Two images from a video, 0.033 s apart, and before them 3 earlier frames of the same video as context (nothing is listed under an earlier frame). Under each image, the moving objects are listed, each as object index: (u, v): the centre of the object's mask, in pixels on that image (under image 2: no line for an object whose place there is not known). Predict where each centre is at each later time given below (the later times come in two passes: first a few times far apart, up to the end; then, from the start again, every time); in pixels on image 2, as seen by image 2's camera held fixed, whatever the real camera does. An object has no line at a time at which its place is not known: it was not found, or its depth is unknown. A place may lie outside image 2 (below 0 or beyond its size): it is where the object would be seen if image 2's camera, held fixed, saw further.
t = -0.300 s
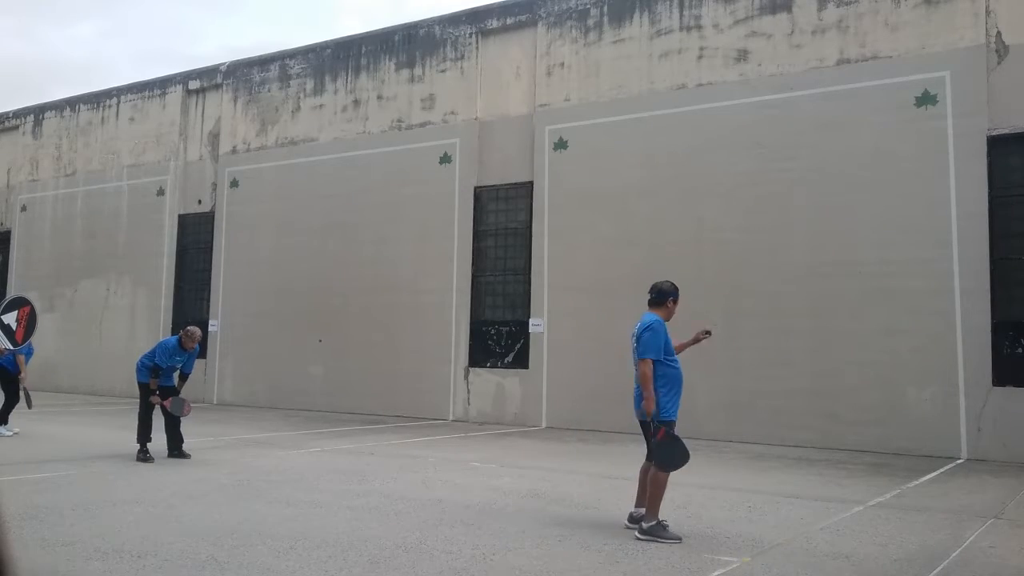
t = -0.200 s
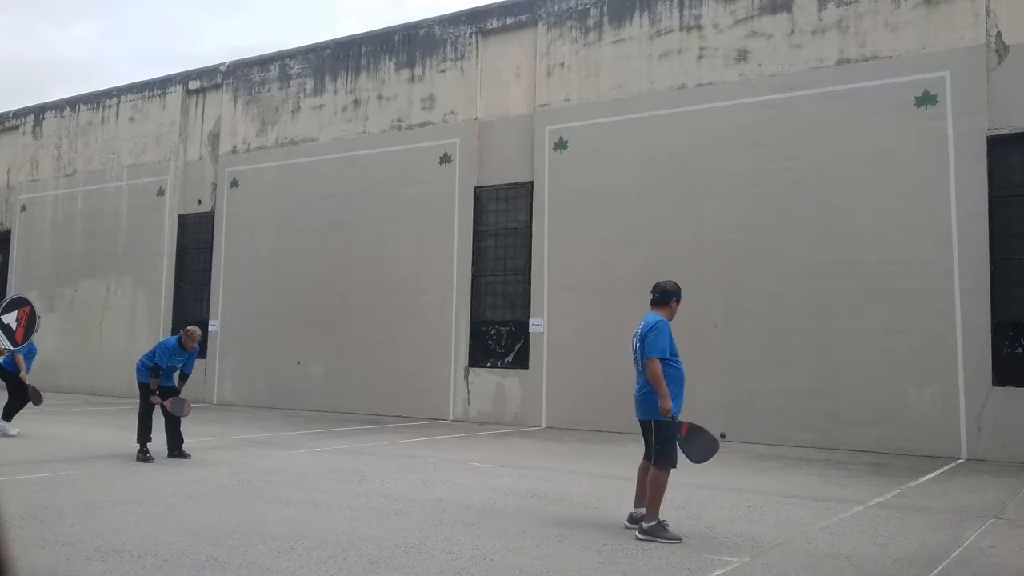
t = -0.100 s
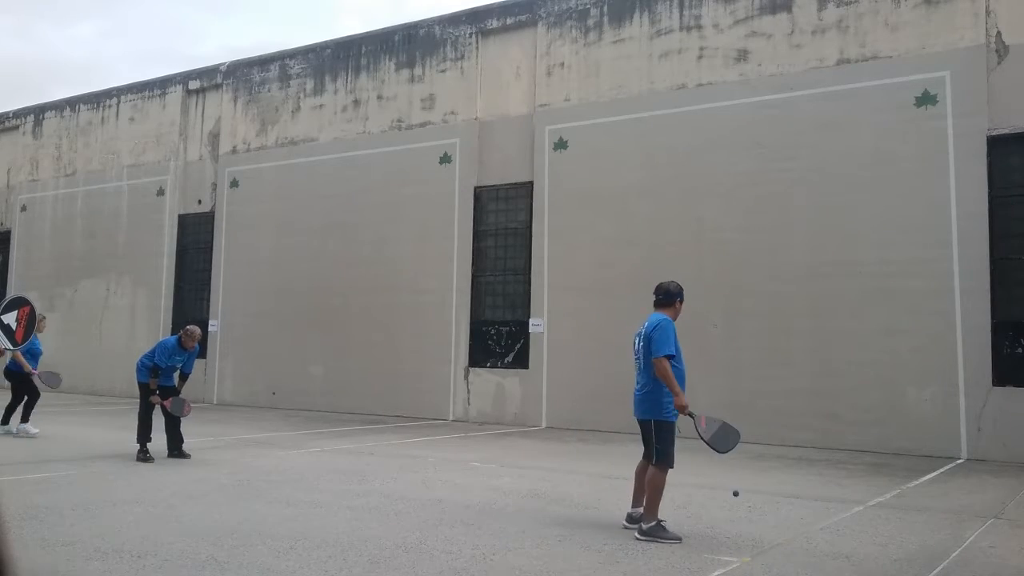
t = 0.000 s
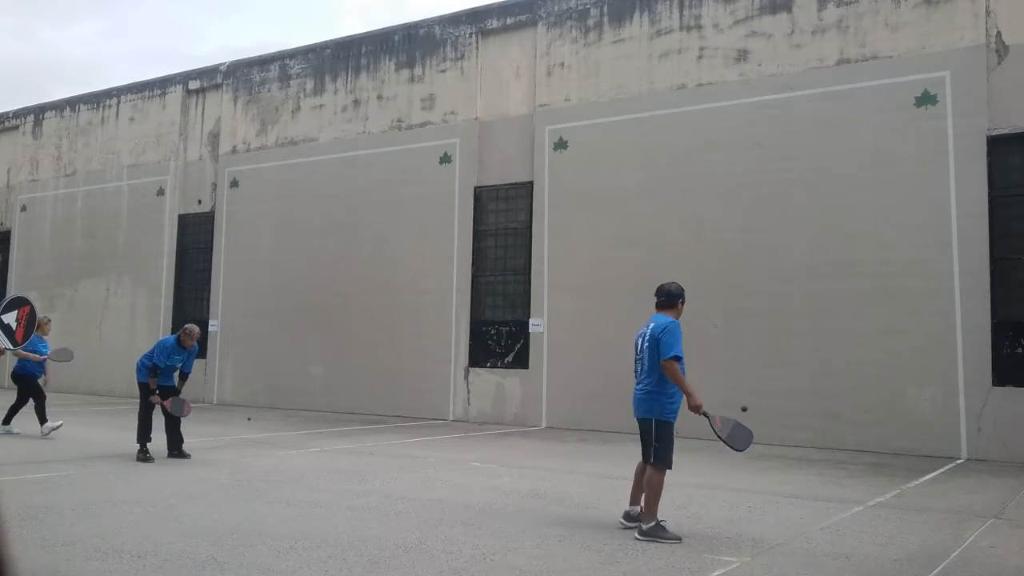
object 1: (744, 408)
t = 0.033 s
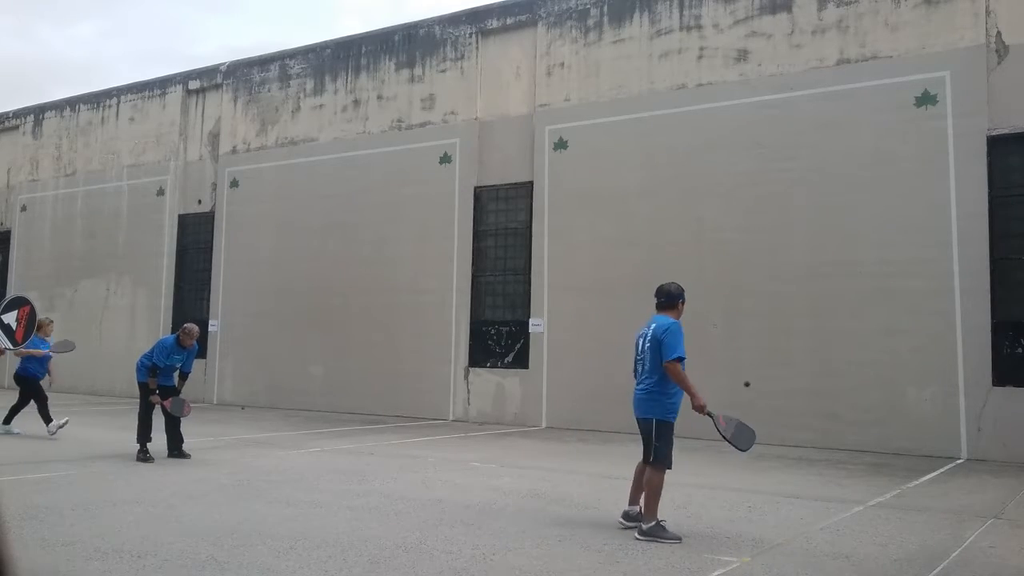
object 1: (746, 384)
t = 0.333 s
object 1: (772, 232)
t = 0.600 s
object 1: (793, 198)
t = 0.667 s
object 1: (799, 204)
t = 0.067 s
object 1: (749, 360)
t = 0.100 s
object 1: (752, 339)
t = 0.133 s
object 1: (754, 318)
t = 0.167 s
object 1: (758, 301)
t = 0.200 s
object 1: (761, 284)
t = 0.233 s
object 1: (763, 269)
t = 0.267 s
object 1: (766, 255)
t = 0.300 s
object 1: (769, 243)
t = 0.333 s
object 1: (772, 232)
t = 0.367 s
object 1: (774, 223)
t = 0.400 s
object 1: (777, 215)
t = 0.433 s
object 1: (780, 208)
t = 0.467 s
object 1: (783, 203)
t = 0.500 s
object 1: (785, 200)
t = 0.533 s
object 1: (788, 198)
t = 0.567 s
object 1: (791, 197)
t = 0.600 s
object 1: (793, 198)
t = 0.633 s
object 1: (796, 200)
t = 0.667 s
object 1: (799, 204)
